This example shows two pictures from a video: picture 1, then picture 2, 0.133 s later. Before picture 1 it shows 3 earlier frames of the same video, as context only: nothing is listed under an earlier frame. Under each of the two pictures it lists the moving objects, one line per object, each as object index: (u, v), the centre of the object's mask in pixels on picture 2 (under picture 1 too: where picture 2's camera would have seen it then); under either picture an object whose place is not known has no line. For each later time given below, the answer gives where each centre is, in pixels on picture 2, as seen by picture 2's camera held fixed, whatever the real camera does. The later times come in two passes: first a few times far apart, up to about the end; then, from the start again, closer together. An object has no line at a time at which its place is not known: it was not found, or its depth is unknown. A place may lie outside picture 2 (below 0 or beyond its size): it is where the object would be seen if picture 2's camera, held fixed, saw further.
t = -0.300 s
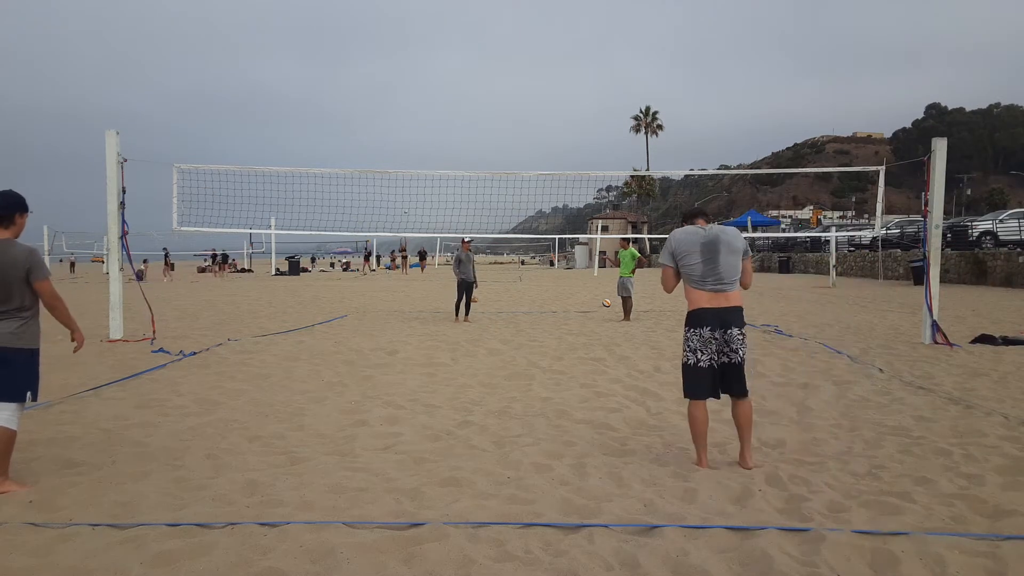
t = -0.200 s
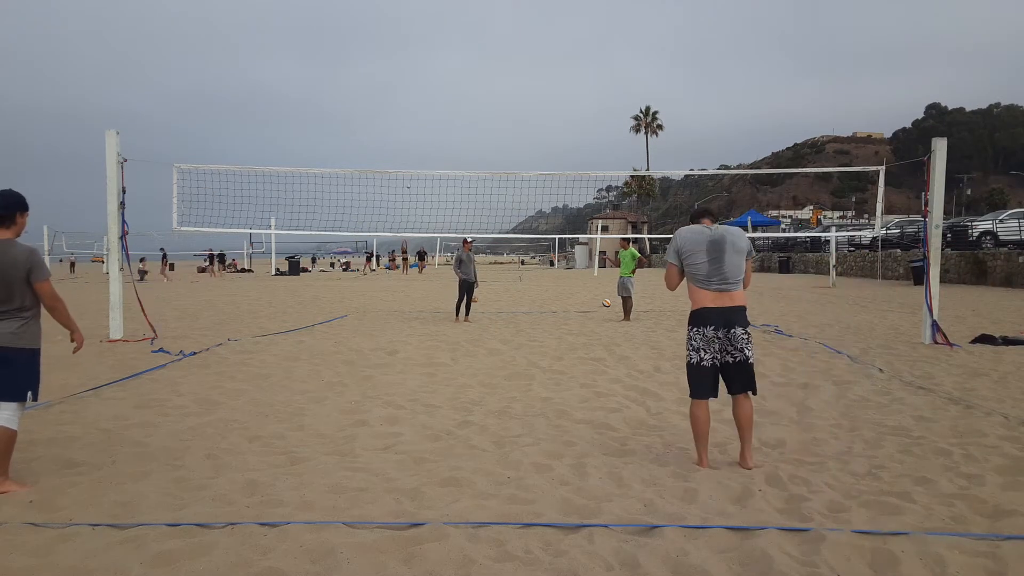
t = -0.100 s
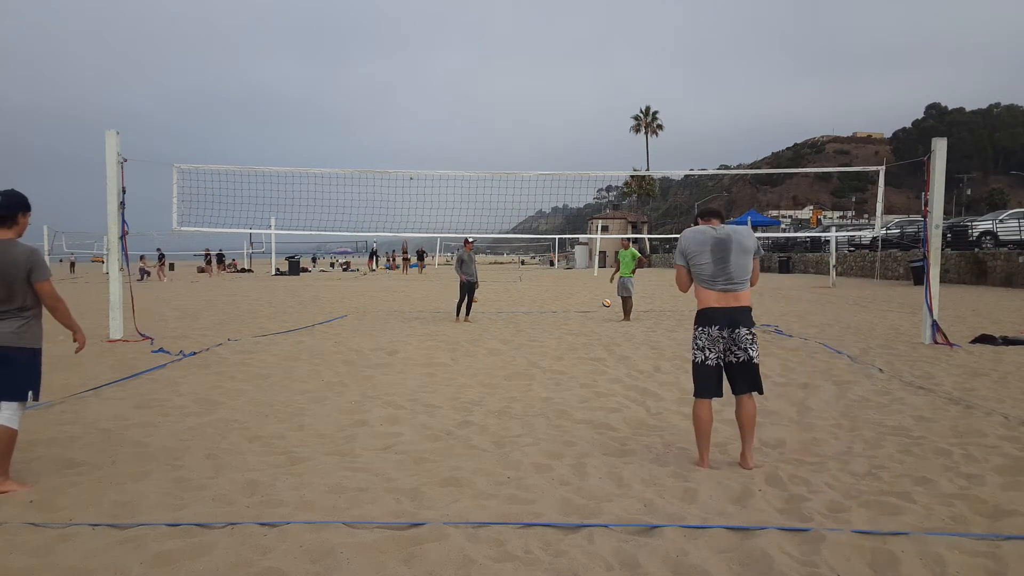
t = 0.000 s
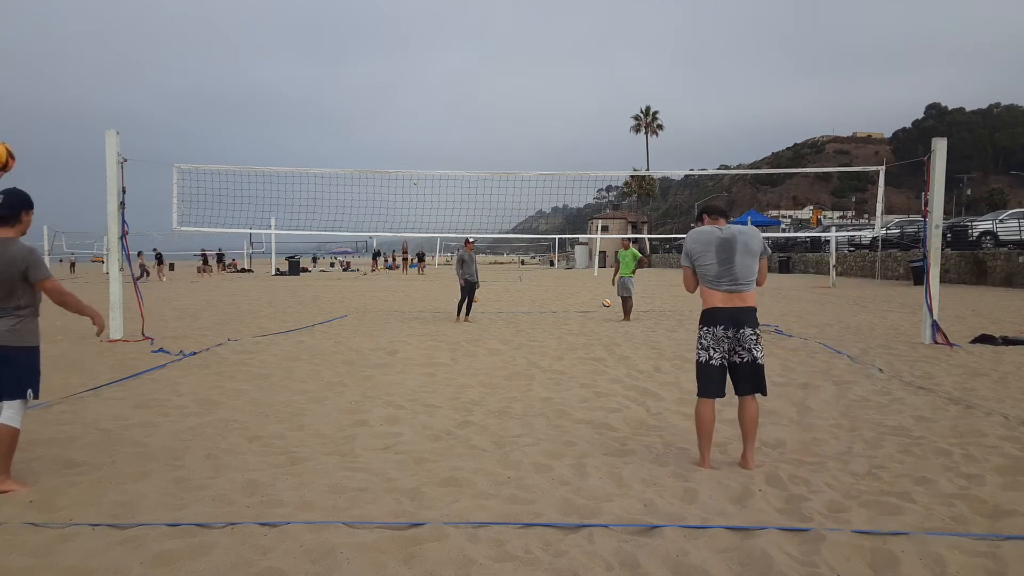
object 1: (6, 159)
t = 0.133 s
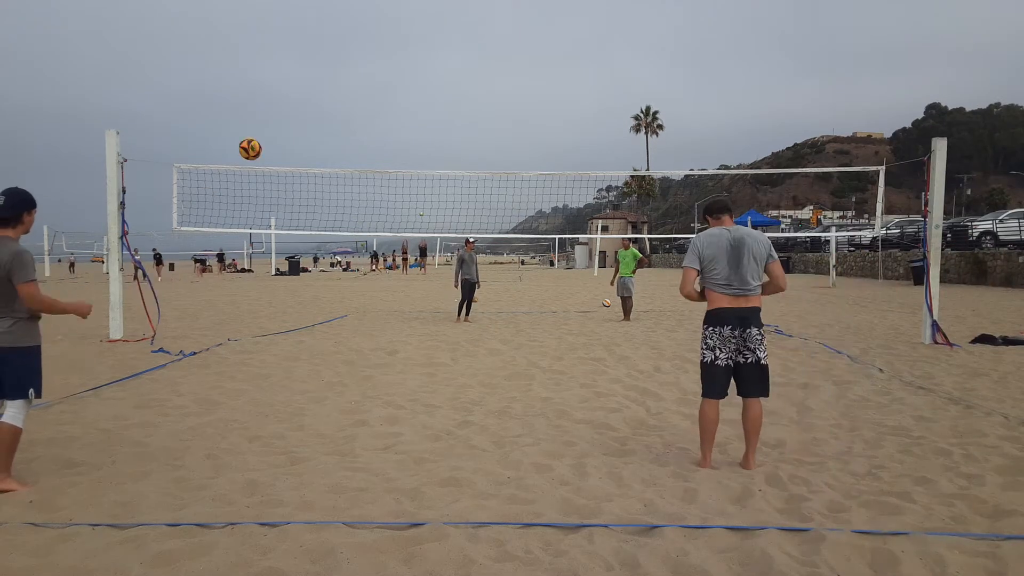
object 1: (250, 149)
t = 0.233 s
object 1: (333, 215)
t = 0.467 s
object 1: (429, 295)
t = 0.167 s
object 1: (275, 162)
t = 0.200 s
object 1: (306, 187)
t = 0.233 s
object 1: (333, 215)
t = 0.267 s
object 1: (355, 245)
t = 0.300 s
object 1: (374, 279)
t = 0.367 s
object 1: (400, 332)
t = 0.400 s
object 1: (411, 313)
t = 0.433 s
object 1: (420, 301)
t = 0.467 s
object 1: (429, 295)
